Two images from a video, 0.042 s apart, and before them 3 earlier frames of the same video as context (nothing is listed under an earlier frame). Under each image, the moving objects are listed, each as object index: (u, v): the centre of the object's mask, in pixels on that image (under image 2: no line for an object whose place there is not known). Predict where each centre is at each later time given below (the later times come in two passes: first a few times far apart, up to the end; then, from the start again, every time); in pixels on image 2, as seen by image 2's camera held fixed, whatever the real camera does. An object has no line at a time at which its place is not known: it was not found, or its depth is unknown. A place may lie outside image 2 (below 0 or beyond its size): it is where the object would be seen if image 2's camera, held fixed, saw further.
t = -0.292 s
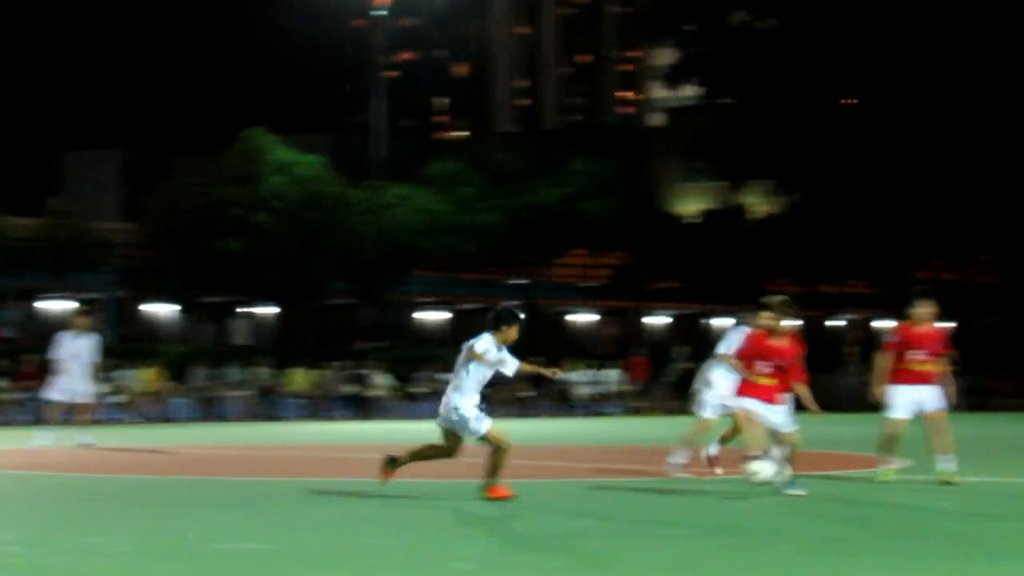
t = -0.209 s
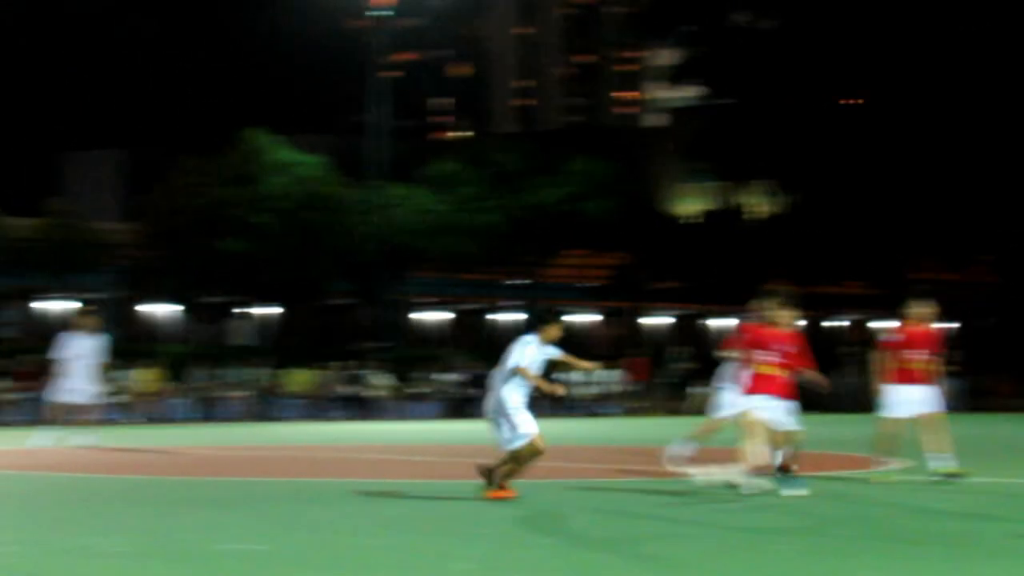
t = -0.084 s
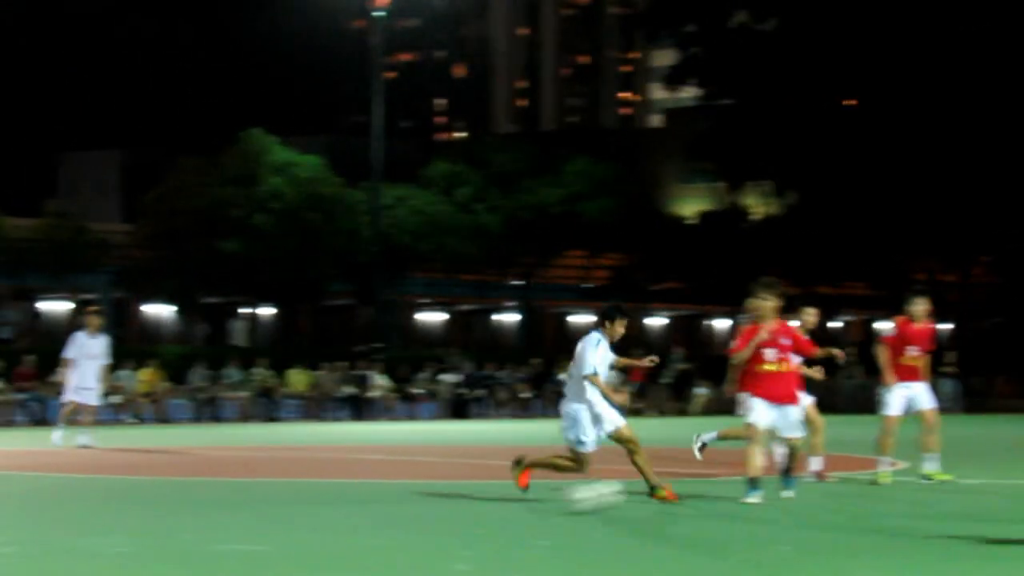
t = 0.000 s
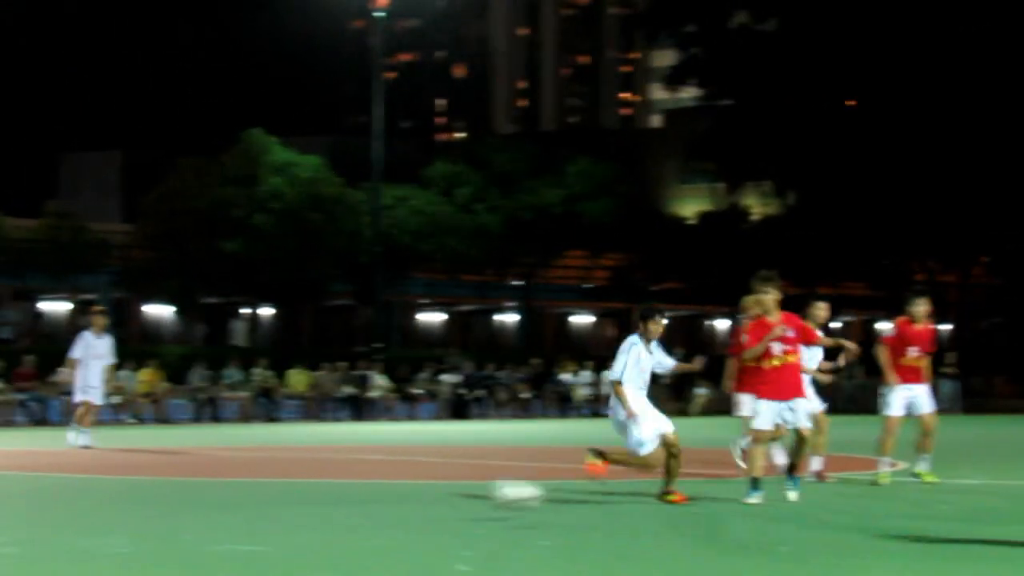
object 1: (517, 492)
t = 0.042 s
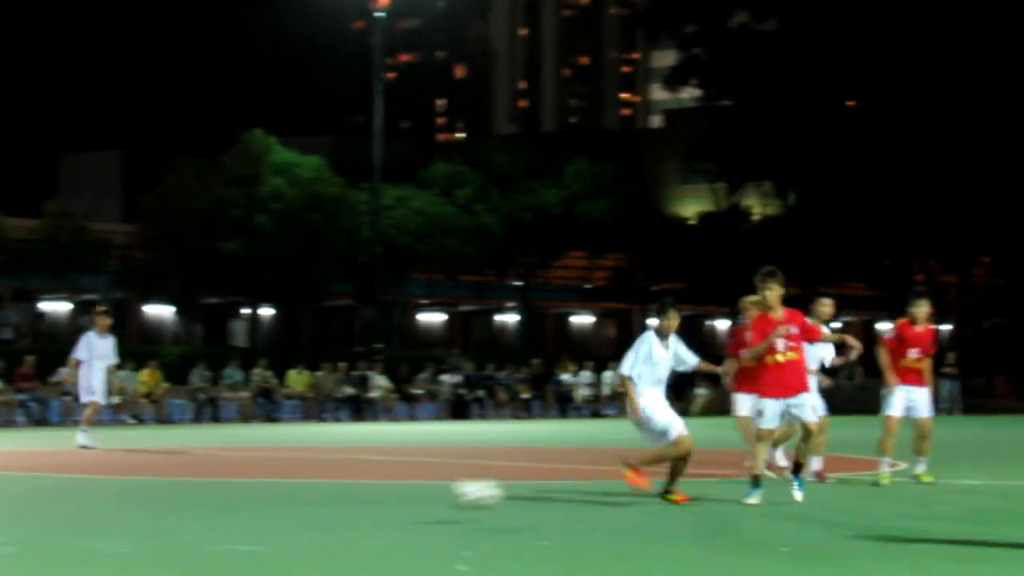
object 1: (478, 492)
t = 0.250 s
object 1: (270, 510)
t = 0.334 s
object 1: (193, 507)
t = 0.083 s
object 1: (439, 493)
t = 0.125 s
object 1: (397, 499)
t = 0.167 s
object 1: (352, 507)
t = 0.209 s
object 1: (307, 515)
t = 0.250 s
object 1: (270, 510)
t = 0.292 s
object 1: (233, 508)
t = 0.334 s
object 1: (193, 507)
